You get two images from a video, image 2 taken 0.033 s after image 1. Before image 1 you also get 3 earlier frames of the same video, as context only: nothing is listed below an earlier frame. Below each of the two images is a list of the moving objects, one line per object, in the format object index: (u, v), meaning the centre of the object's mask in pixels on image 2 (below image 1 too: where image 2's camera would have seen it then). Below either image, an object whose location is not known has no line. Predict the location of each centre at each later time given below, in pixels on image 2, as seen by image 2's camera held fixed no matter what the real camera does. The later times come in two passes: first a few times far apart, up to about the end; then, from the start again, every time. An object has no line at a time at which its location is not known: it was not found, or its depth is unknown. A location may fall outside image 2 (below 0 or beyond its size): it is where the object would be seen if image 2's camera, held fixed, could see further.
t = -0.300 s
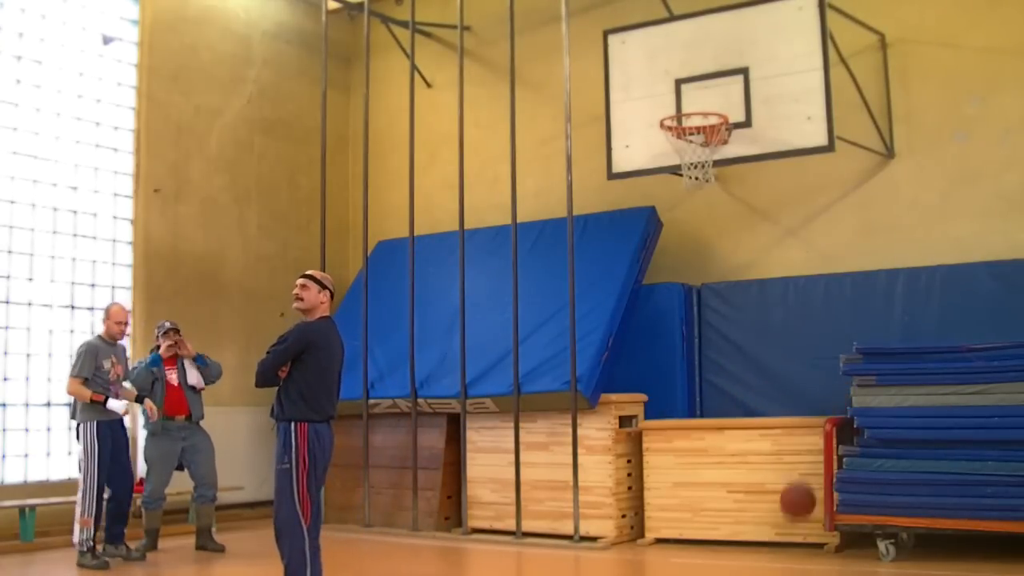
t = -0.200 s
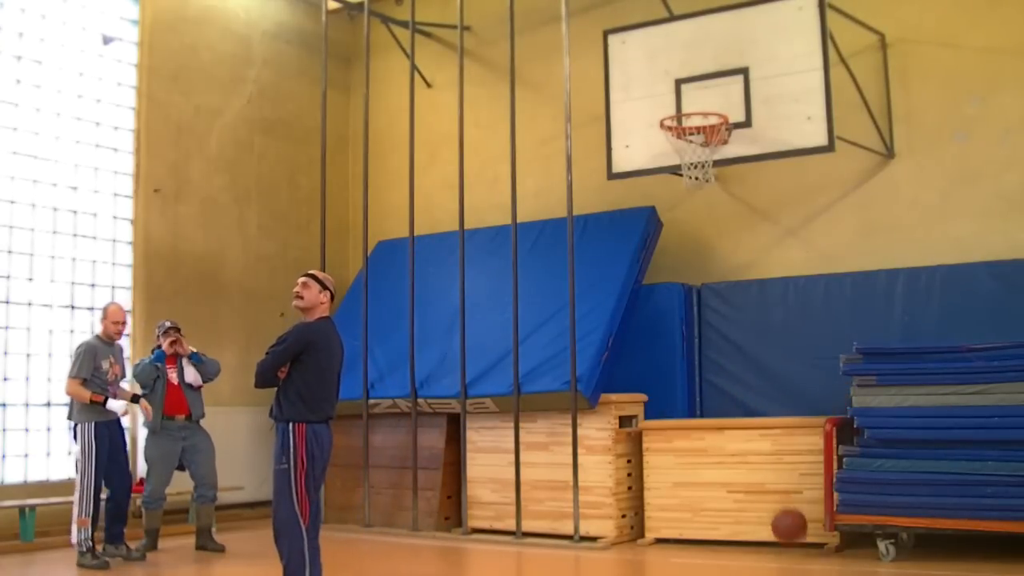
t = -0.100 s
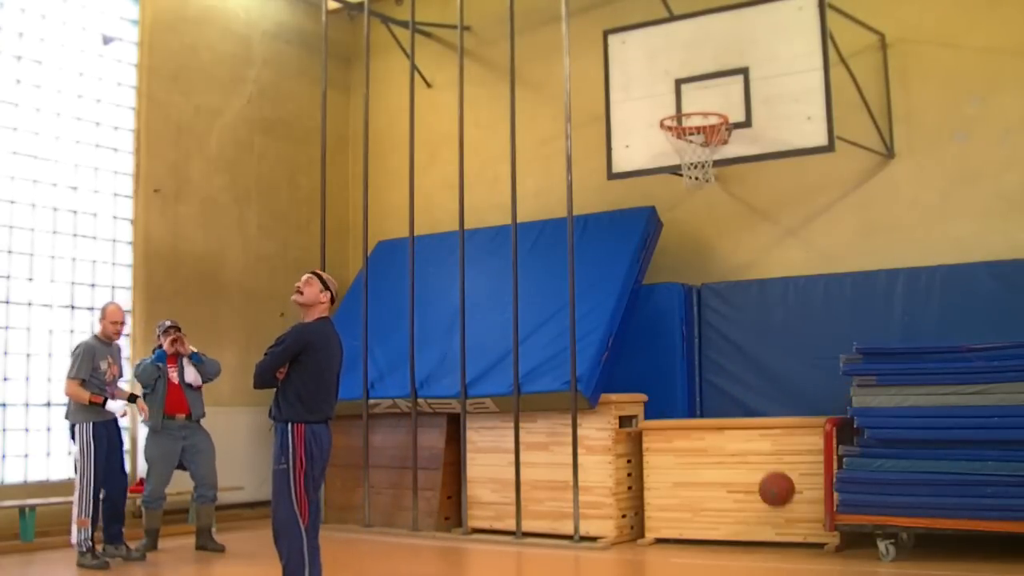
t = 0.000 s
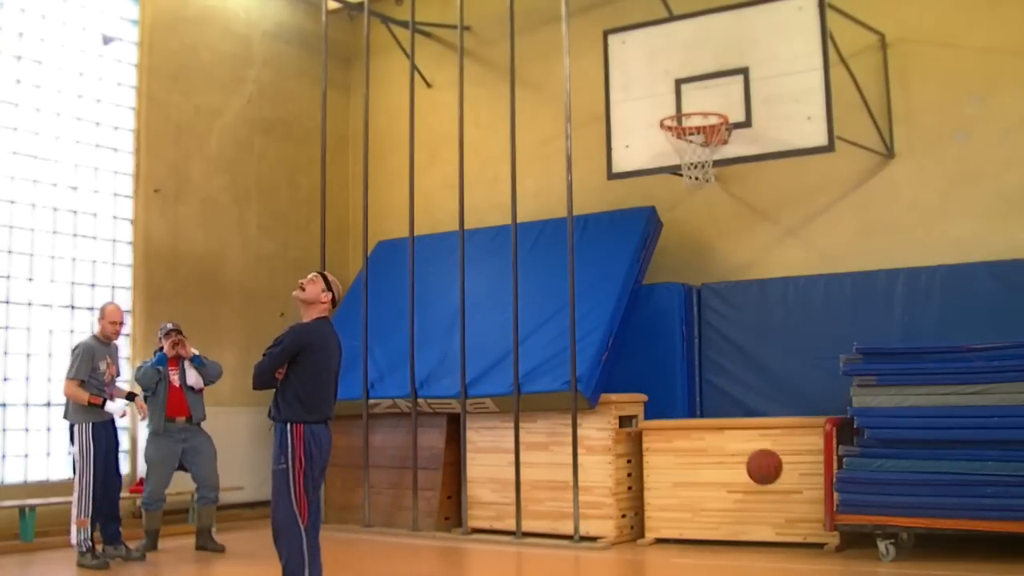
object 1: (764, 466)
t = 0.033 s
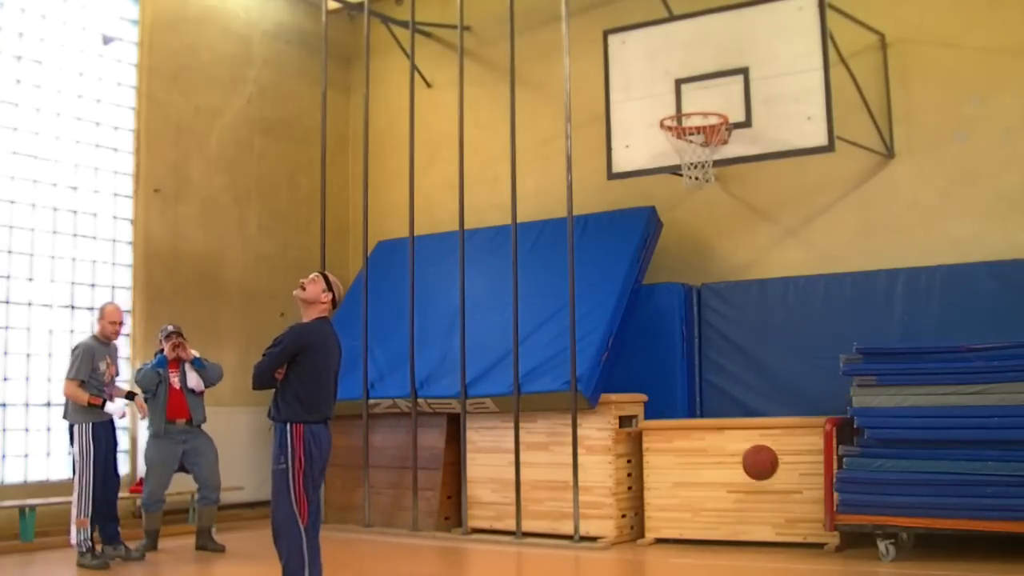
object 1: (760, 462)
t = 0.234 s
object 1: (736, 470)
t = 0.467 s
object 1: (709, 539)
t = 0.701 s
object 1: (686, 487)
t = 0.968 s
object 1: (661, 529)
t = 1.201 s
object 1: (636, 512)
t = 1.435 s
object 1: (611, 535)
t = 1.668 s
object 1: (591, 524)
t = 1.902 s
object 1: (572, 556)
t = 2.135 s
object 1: (553, 535)
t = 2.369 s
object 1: (534, 545)
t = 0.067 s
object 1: (756, 459)
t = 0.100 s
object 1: (752, 458)
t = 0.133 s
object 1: (748, 459)
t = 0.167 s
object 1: (744, 461)
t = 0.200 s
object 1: (740, 465)
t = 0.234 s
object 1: (736, 470)
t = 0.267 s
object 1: (732, 478)
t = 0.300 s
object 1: (728, 486)
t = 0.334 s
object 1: (724, 498)
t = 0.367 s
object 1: (720, 510)
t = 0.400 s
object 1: (716, 525)
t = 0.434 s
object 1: (712, 541)
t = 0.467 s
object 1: (709, 539)
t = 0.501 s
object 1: (706, 527)
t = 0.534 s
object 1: (702, 516)
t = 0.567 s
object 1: (699, 507)
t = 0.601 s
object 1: (695, 500)
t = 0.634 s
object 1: (692, 494)
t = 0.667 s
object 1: (689, 490)
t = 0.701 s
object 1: (686, 487)
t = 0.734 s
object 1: (683, 486)
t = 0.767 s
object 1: (679, 487)
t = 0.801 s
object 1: (676, 490)
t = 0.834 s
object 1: (673, 494)
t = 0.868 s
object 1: (670, 500)
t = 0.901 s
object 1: (667, 508)
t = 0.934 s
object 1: (664, 517)
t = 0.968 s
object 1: (661, 529)
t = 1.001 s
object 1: (658, 542)
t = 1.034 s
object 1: (654, 548)
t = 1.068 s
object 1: (651, 537)
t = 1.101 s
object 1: (647, 529)
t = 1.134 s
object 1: (644, 521)
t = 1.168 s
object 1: (640, 516)
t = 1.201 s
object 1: (636, 512)
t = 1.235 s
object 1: (633, 510)
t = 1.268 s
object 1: (630, 510)
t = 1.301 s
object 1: (626, 511)
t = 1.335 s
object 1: (623, 514)
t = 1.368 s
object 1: (620, 518)
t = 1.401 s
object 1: (616, 526)
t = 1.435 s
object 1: (611, 535)
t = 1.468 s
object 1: (609, 545)
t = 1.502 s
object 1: (606, 554)
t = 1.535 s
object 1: (602, 544)
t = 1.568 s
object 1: (600, 537)
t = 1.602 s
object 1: (596, 531)
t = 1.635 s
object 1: (594, 526)
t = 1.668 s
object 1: (591, 524)
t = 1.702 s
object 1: (588, 523)
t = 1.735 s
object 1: (586, 524)
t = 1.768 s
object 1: (583, 527)
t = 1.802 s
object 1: (580, 531)
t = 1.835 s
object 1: (577, 538)
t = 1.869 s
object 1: (575, 546)
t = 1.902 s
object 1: (572, 556)
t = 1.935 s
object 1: (569, 551)
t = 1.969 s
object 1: (566, 544)
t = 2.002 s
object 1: (564, 539)
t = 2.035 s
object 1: (561, 535)
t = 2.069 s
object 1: (558, 533)
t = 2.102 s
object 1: (556, 533)
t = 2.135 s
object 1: (553, 535)
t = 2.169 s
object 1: (550, 539)
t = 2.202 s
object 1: (548, 544)
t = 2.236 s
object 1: (545, 552)
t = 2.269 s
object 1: (542, 559)
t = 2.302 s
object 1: (539, 554)
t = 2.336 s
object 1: (537, 549)
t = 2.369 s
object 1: (534, 545)
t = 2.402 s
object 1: (531, 542)
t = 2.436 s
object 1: (528, 542)
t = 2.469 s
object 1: (525, 544)
